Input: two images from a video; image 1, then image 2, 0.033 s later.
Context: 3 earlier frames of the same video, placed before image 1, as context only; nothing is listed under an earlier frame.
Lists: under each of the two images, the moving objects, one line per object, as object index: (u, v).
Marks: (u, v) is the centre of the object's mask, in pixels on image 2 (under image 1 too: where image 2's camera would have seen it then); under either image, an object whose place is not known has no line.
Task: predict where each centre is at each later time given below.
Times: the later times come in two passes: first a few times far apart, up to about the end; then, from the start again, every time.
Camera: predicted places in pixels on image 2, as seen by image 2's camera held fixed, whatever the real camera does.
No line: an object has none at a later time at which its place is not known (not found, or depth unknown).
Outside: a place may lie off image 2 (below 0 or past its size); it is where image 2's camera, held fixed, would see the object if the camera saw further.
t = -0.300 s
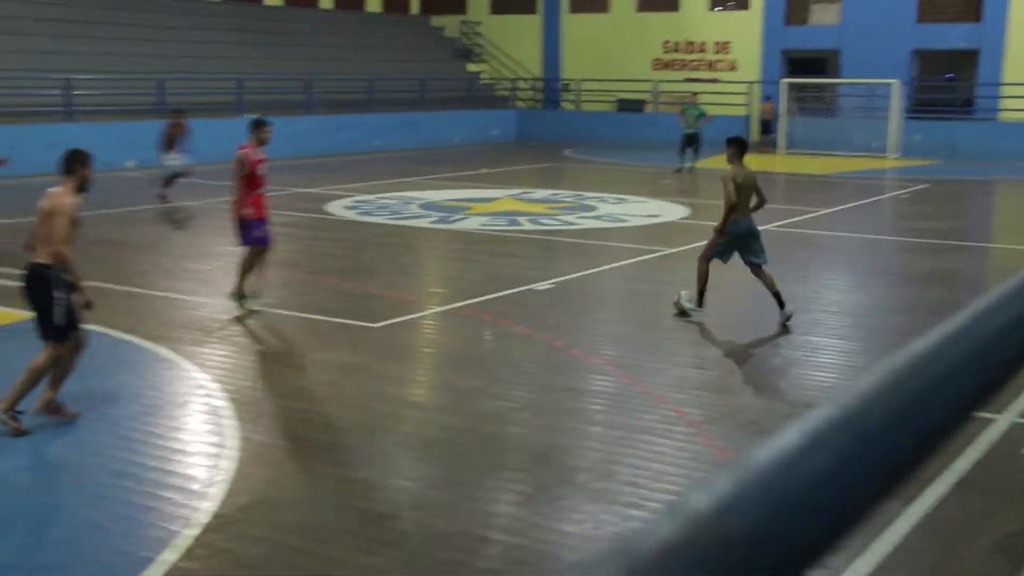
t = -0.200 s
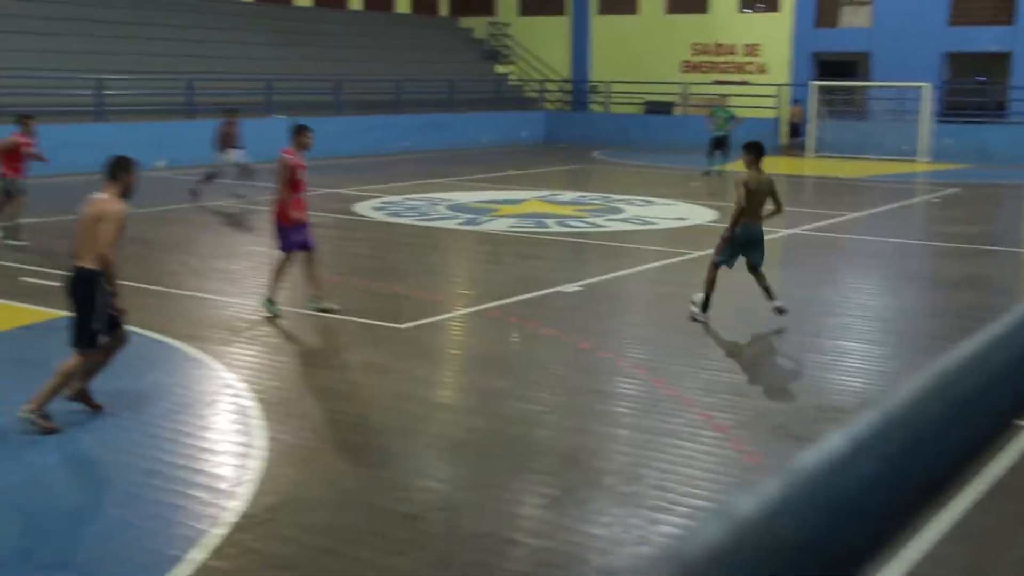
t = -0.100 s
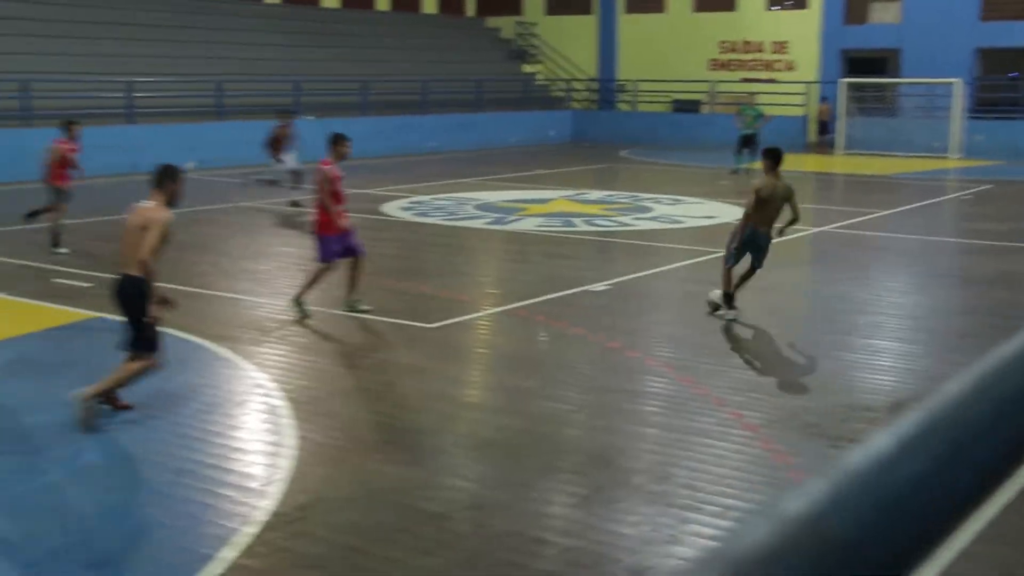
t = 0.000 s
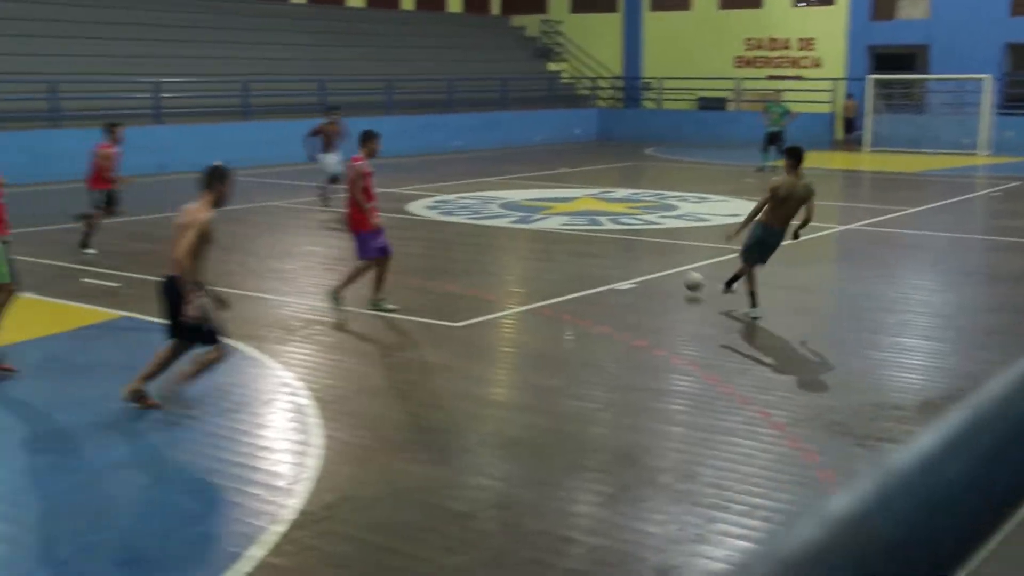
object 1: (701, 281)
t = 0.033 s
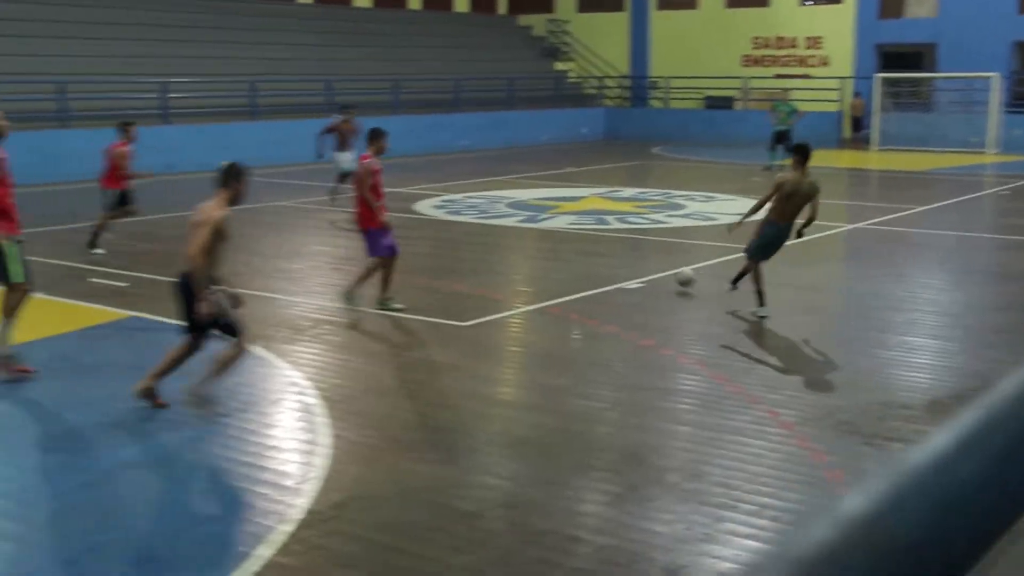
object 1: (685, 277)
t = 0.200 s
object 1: (619, 264)
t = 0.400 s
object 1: (560, 250)
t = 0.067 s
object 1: (670, 275)
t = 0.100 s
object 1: (655, 274)
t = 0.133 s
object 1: (642, 269)
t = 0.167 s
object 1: (630, 266)
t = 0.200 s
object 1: (619, 264)
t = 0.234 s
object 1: (608, 261)
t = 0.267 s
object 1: (597, 258)
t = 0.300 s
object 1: (587, 255)
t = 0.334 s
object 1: (578, 255)
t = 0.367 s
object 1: (568, 252)
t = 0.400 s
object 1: (560, 250)
